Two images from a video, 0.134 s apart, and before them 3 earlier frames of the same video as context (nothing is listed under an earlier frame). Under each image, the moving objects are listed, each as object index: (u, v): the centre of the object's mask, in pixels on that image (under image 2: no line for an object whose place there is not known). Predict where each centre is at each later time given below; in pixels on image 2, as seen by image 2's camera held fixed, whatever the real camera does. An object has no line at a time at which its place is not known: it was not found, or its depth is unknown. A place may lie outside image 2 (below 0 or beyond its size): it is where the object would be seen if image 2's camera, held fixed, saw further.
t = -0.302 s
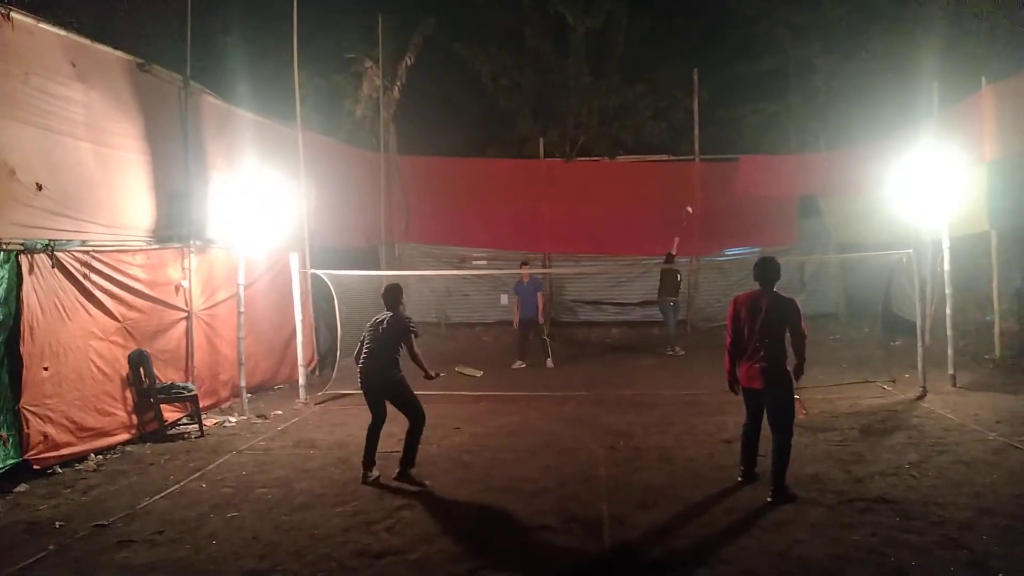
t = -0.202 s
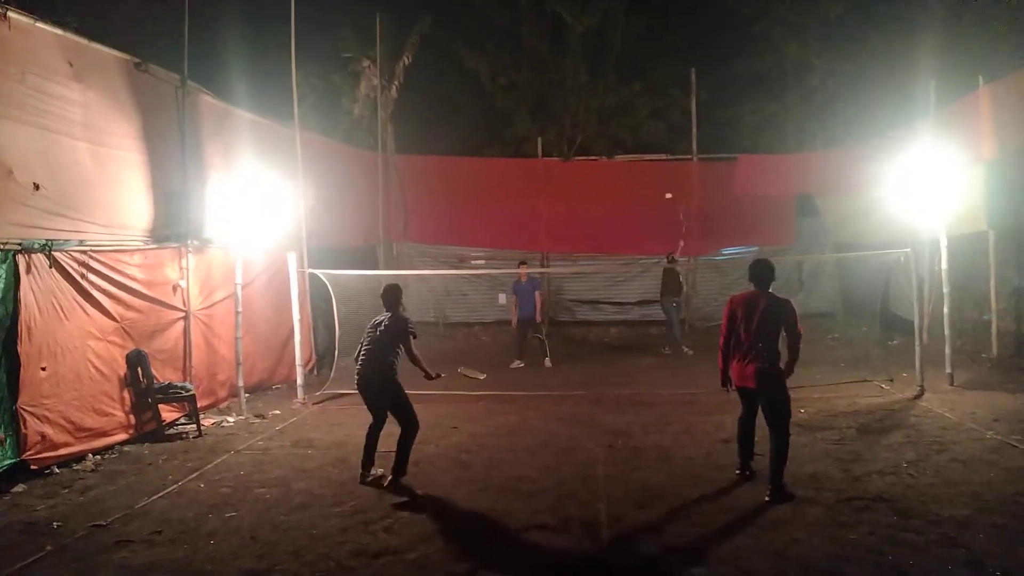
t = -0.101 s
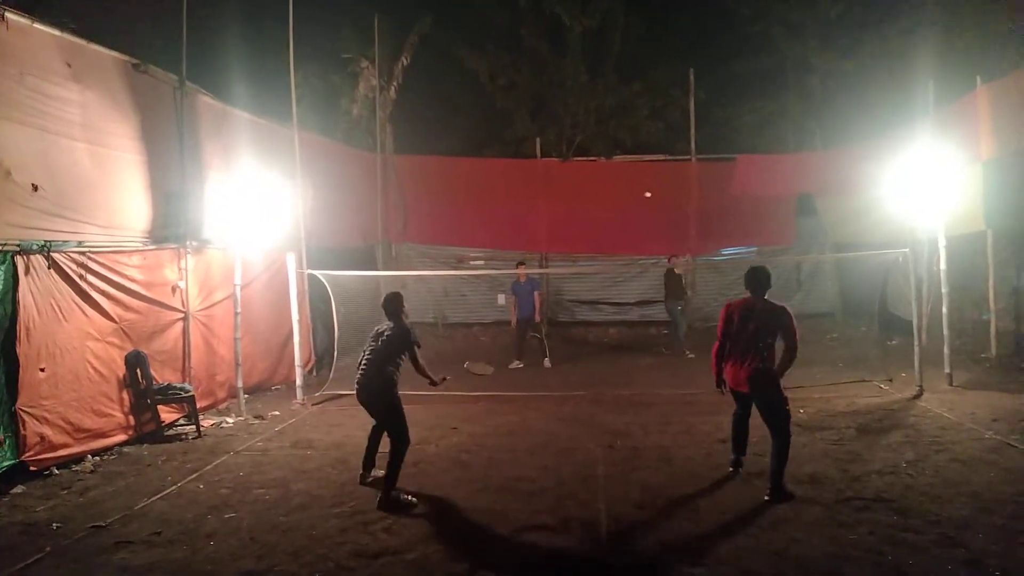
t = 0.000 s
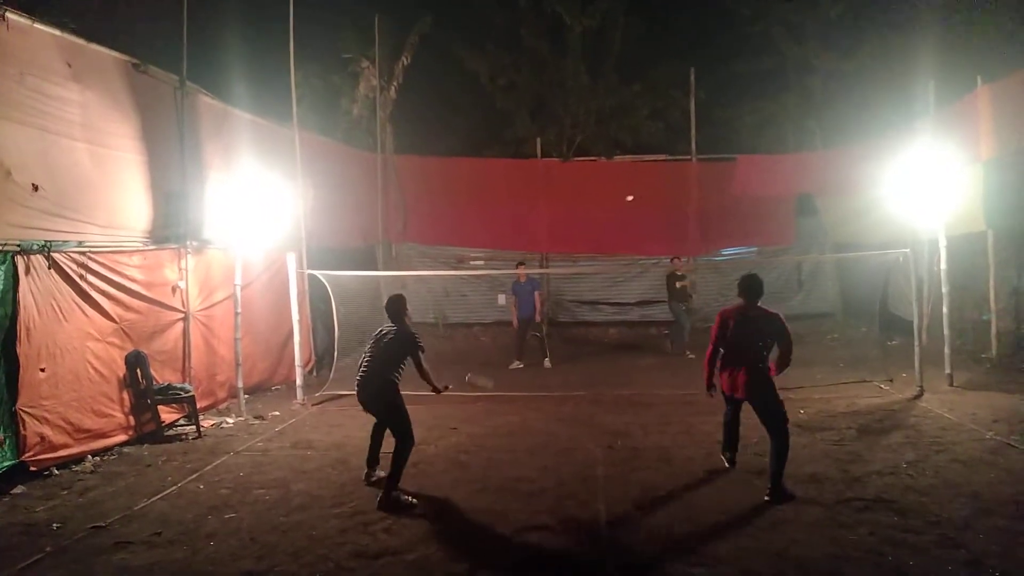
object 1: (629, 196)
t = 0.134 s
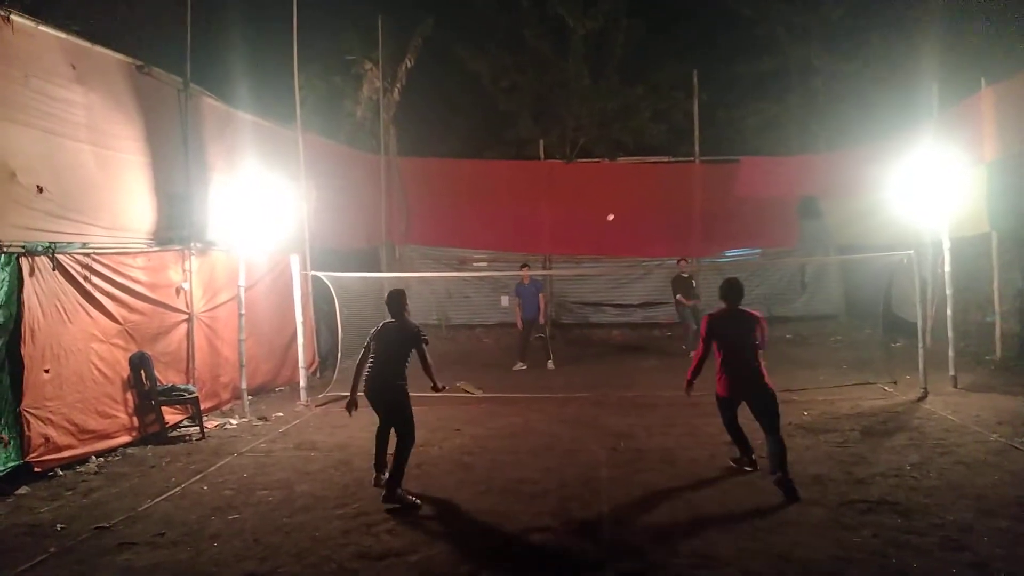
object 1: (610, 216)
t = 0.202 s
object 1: (599, 230)
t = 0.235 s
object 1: (593, 238)
